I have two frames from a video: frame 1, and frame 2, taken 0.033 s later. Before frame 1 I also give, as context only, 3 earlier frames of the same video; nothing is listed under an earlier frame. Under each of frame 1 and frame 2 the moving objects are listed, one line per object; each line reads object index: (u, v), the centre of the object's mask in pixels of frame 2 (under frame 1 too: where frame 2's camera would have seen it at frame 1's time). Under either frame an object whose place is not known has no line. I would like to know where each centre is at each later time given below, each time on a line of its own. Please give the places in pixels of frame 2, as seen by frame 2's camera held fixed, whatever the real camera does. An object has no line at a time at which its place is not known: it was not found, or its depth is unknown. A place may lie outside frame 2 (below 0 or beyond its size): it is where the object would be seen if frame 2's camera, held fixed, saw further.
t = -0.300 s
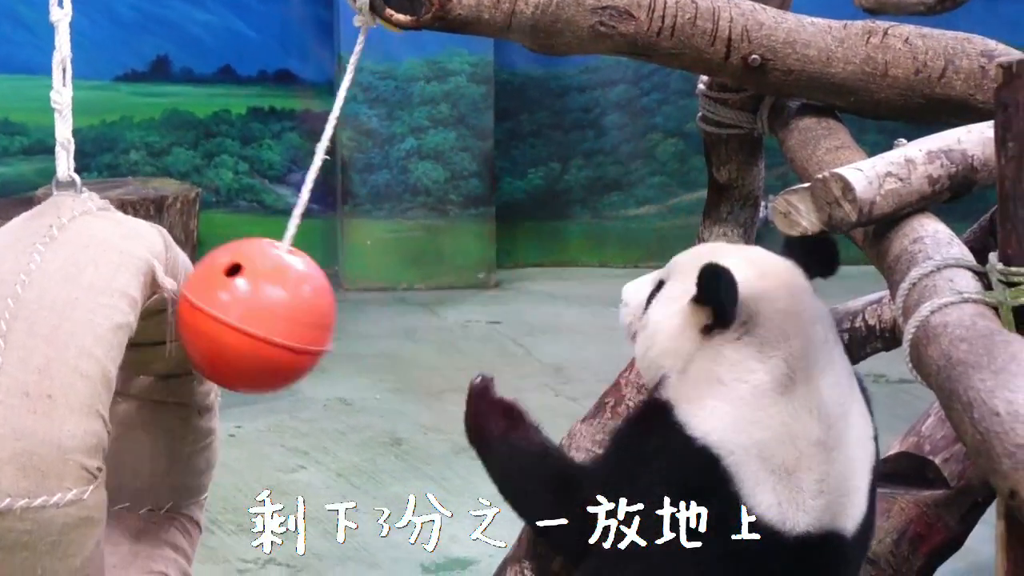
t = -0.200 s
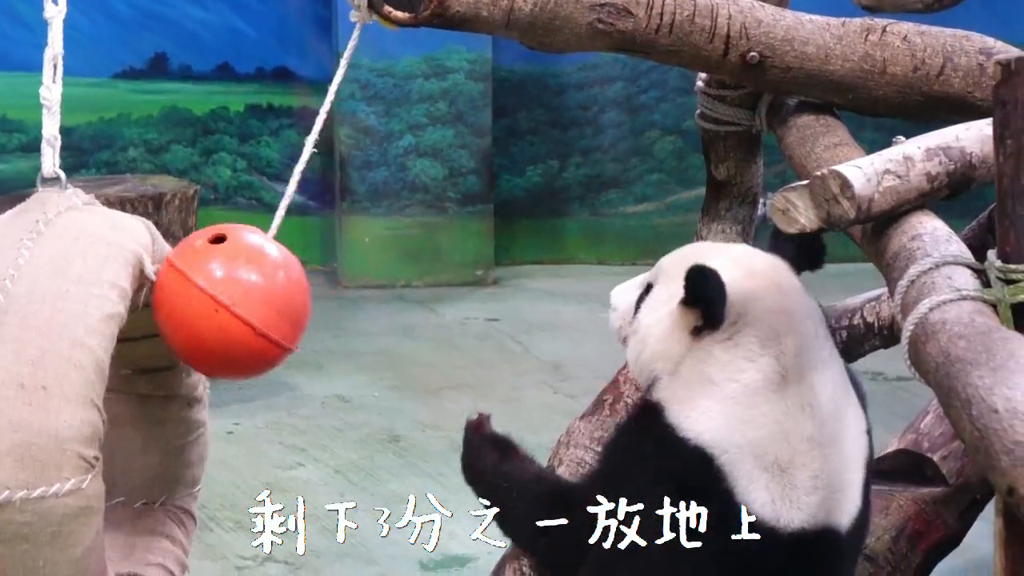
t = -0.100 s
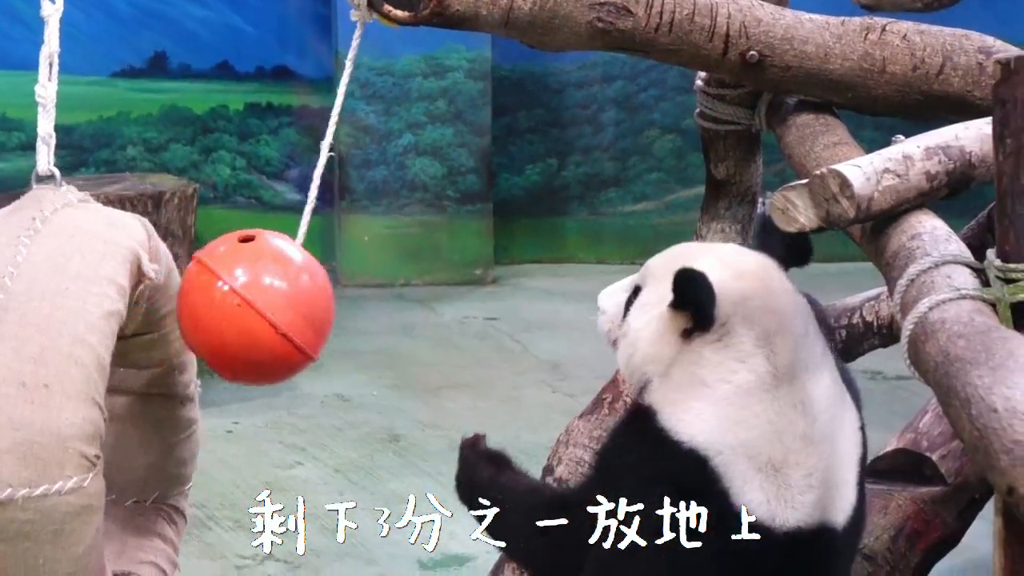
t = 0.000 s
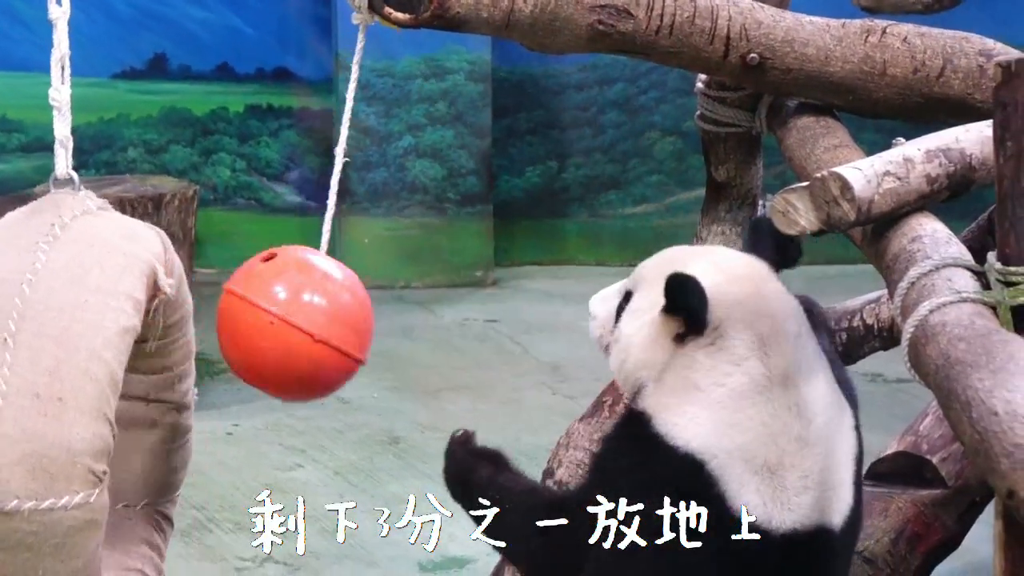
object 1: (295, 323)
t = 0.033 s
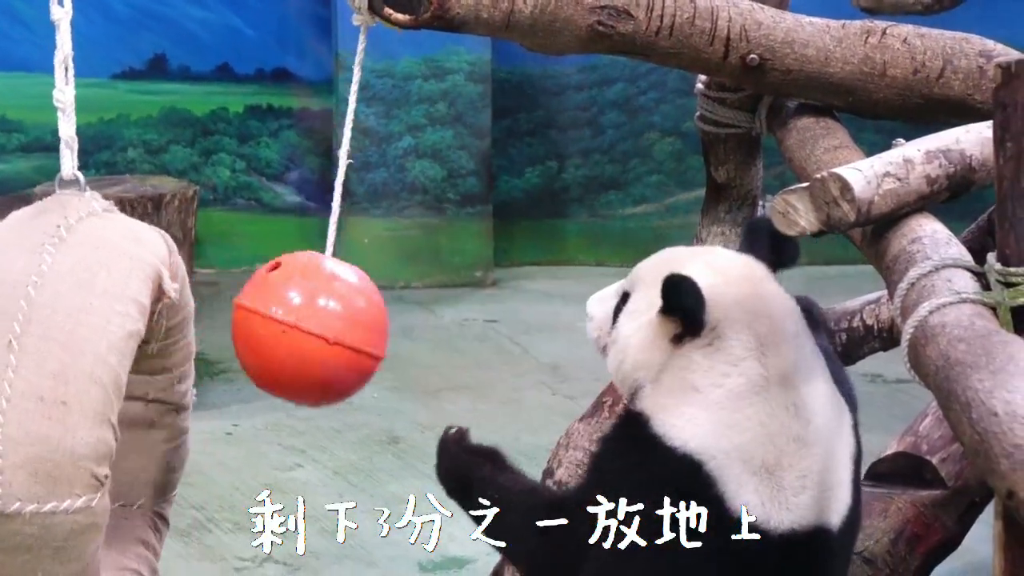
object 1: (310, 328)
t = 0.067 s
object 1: (327, 331)
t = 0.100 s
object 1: (344, 332)
